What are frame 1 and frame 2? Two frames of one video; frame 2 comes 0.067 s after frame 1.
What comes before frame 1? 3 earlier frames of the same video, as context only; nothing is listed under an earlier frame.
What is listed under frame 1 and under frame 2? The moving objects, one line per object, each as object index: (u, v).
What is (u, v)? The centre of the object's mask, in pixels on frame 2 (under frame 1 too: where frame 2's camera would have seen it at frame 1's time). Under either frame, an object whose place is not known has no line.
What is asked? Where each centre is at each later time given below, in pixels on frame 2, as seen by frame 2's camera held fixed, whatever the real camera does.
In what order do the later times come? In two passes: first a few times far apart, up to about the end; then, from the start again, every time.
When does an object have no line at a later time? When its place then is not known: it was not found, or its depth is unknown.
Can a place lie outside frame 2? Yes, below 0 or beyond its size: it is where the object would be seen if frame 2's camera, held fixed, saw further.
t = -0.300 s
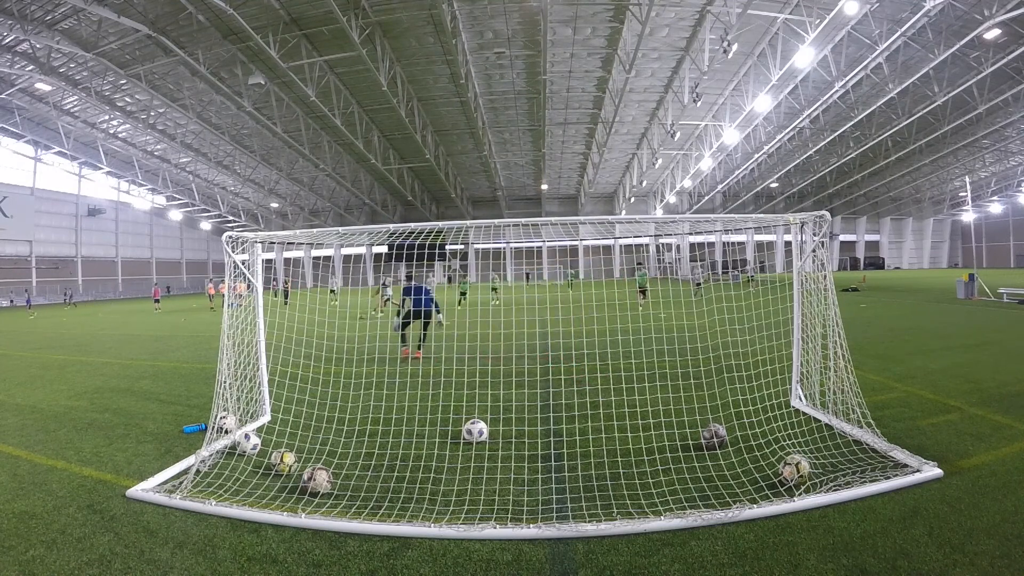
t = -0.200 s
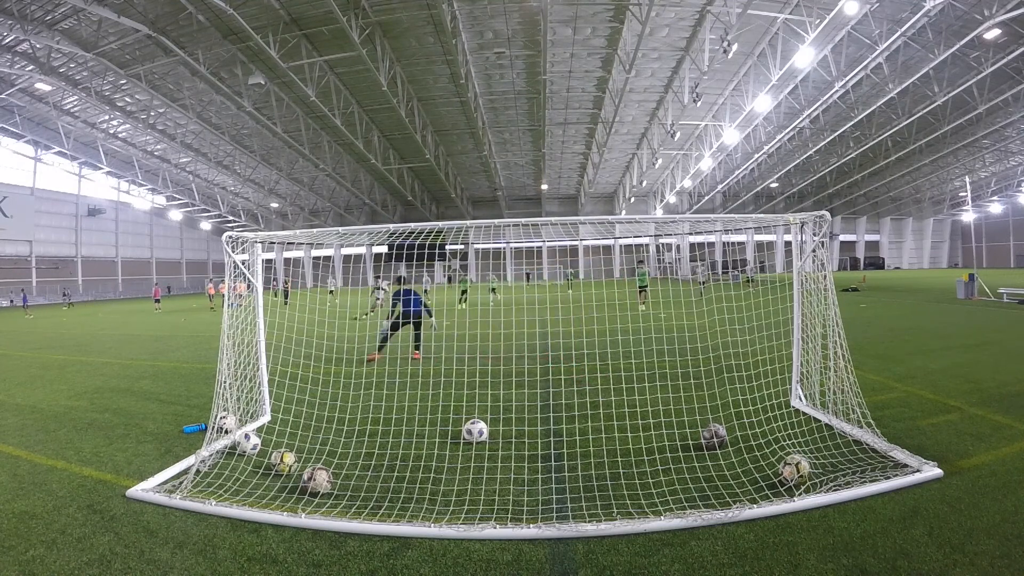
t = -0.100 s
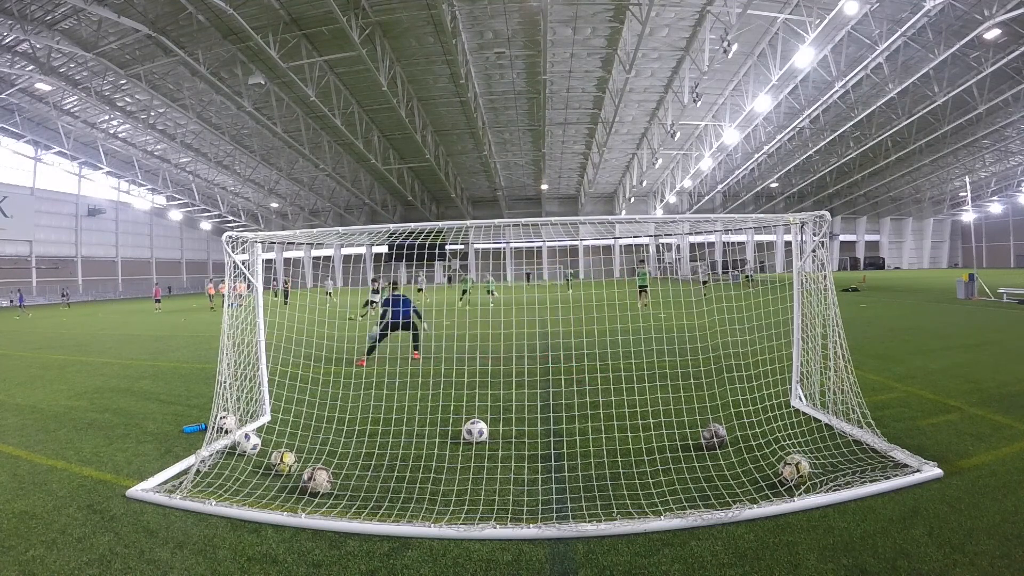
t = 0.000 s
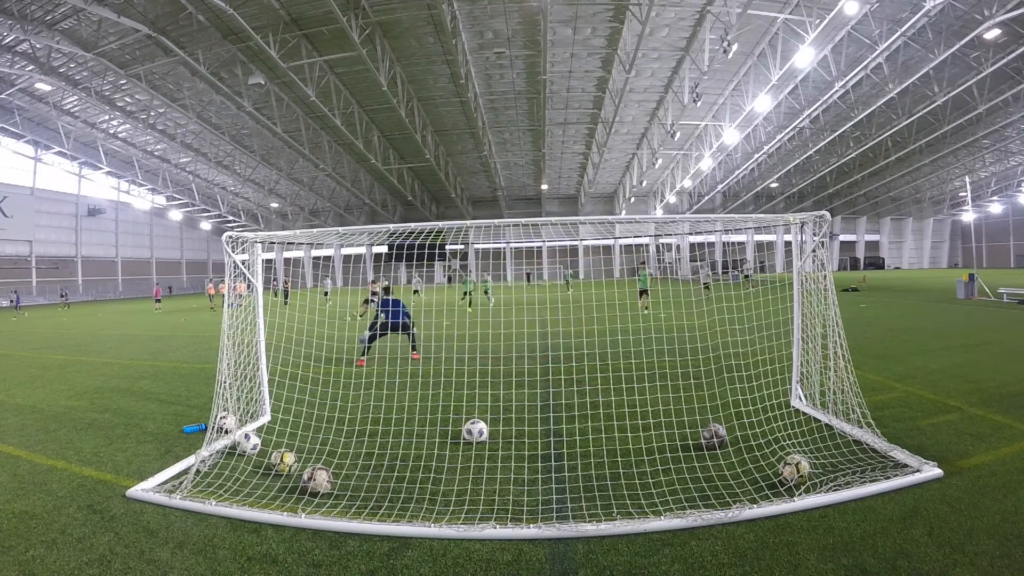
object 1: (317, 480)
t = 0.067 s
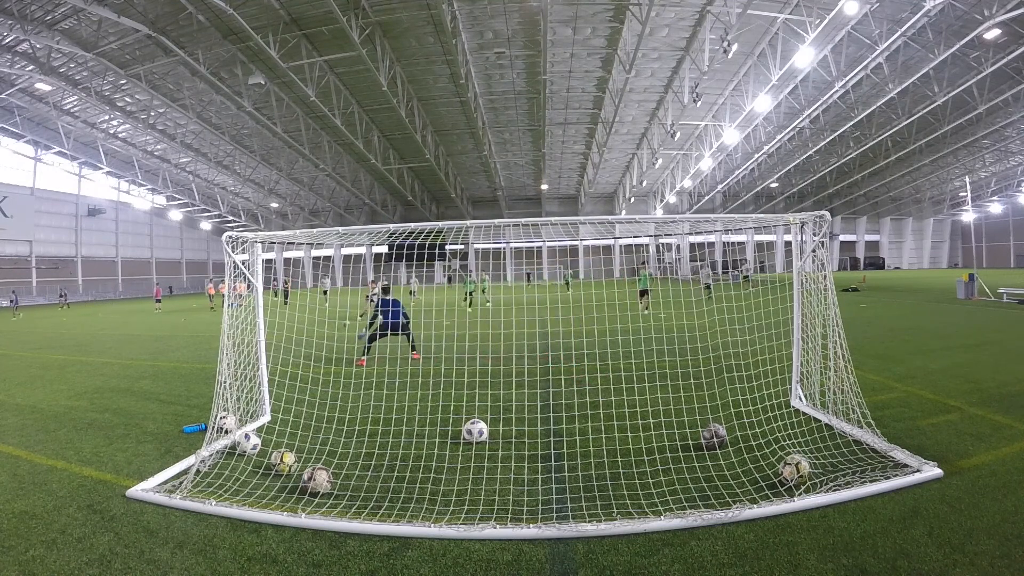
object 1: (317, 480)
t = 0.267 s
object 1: (317, 480)
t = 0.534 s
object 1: (317, 480)
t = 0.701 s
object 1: (372, 502)
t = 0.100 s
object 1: (317, 480)
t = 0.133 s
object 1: (317, 480)
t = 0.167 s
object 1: (317, 480)
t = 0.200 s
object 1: (317, 480)
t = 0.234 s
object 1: (317, 480)
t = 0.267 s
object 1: (317, 480)
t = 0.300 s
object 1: (317, 480)
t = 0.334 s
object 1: (317, 480)
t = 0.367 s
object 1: (317, 480)
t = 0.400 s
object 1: (317, 480)
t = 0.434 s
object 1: (317, 480)
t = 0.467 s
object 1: (317, 480)
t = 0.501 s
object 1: (317, 480)
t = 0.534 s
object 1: (317, 480)
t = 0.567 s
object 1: (317, 480)
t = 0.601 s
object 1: (318, 481)
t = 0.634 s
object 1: (335, 490)
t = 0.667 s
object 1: (351, 501)
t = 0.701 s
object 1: (372, 502)
